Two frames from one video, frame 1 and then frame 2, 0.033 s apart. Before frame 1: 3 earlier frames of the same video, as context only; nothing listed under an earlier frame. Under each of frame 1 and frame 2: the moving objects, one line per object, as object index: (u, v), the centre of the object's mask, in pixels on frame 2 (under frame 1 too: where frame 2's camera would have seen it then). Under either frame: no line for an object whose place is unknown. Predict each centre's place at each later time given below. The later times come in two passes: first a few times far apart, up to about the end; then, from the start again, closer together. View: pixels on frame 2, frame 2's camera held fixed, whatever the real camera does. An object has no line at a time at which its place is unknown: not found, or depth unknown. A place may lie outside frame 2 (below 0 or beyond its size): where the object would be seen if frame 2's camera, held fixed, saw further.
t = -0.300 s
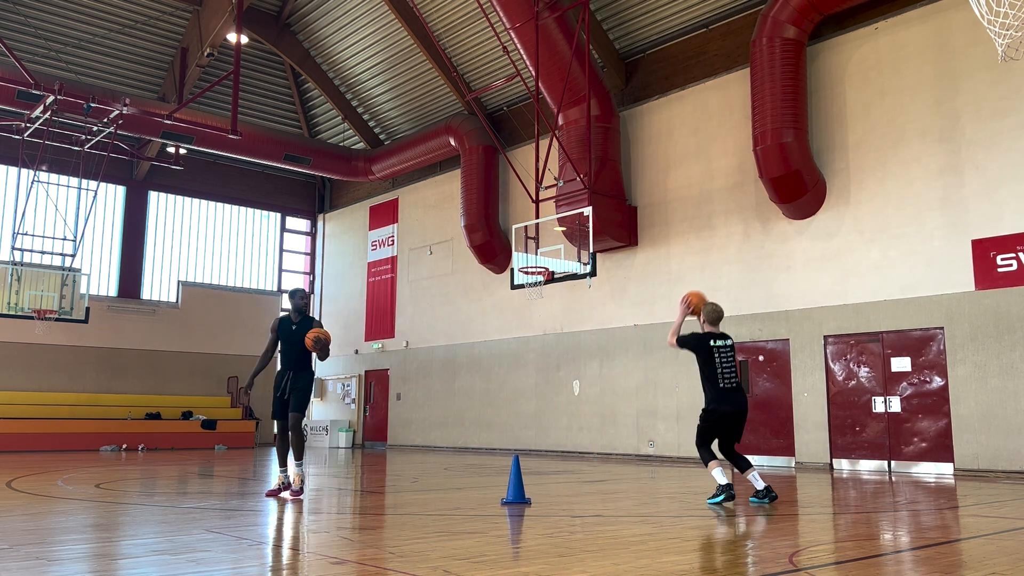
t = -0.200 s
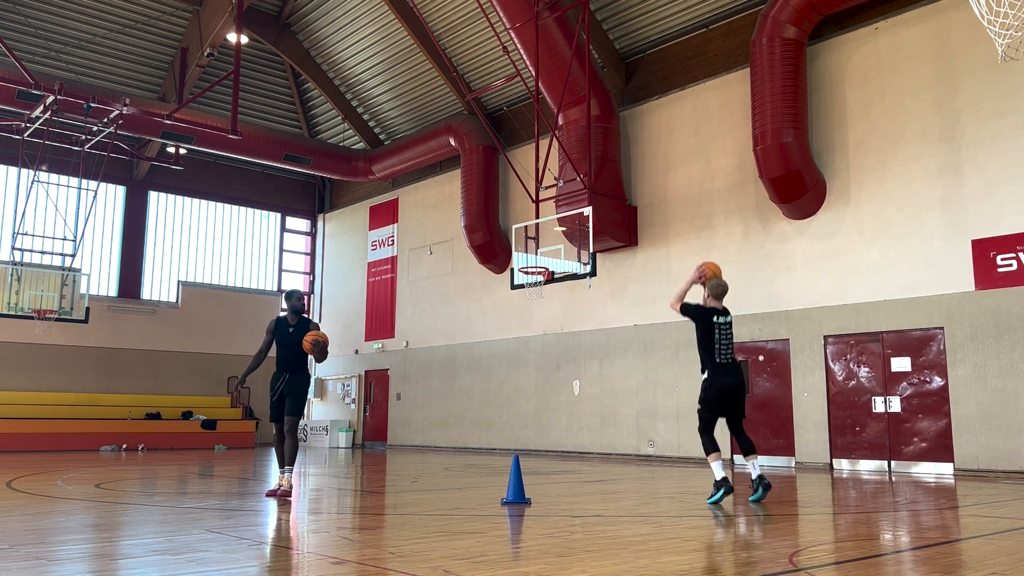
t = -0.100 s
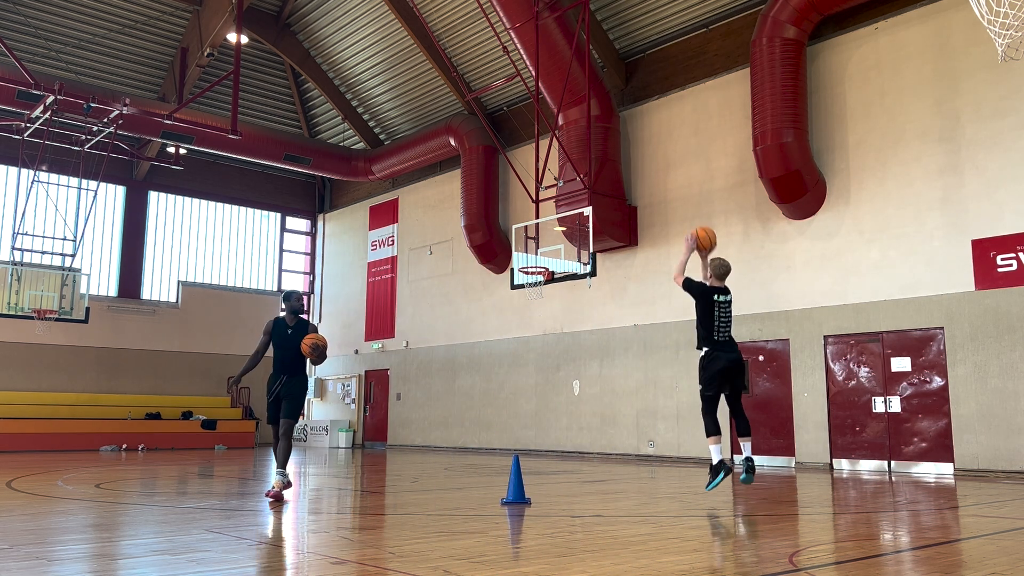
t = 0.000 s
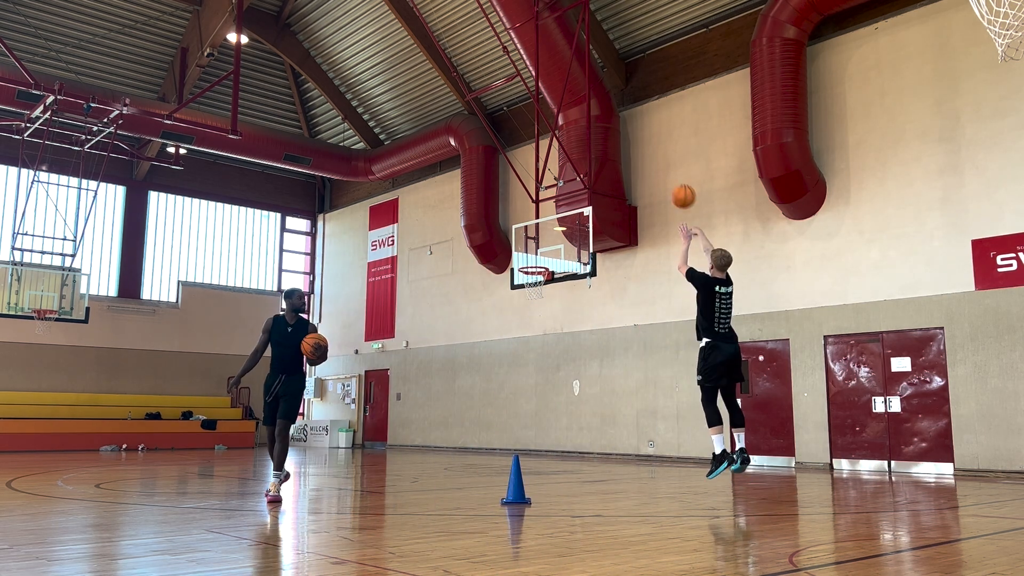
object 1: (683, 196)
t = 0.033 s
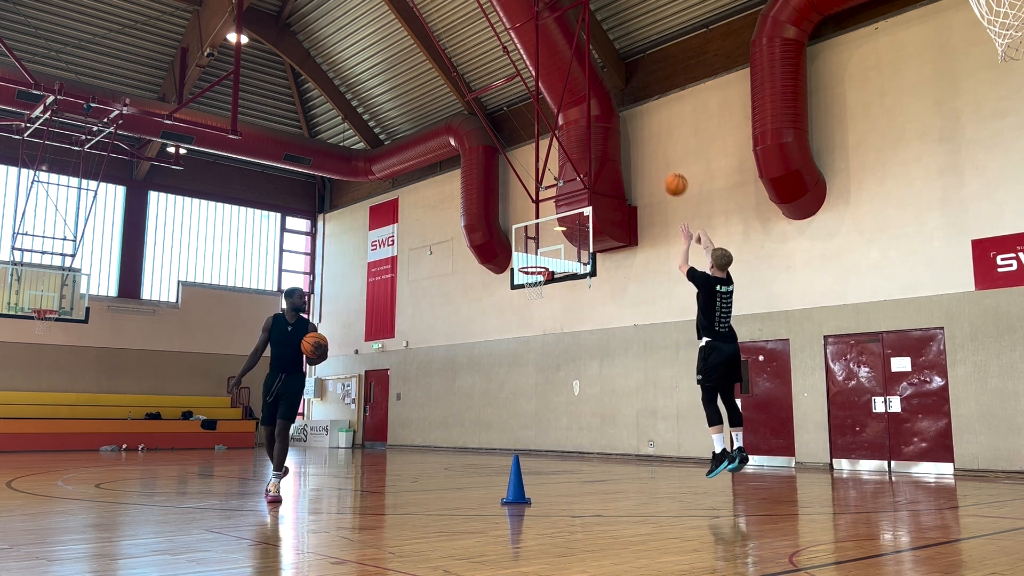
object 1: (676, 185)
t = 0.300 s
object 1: (623, 135)
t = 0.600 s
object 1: (580, 153)
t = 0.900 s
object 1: (548, 221)
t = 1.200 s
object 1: (529, 290)
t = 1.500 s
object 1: (529, 336)
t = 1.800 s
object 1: (528, 440)
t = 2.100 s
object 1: (534, 389)
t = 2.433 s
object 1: (542, 355)
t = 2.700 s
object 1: (548, 380)
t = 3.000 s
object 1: (556, 463)
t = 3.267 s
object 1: (562, 405)
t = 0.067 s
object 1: (668, 174)
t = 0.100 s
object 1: (661, 165)
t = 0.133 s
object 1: (654, 157)
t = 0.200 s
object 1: (641, 145)
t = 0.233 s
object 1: (635, 141)
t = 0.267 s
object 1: (629, 138)
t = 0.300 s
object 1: (623, 135)
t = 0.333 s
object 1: (618, 134)
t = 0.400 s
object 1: (608, 135)
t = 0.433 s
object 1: (603, 136)
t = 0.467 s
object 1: (598, 138)
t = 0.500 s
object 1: (593, 141)
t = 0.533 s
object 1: (589, 144)
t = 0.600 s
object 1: (580, 153)
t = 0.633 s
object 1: (576, 158)
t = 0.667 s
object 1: (573, 164)
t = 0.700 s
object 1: (568, 171)
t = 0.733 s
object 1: (564, 178)
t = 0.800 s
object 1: (557, 193)
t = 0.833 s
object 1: (554, 202)
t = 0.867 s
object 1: (551, 211)
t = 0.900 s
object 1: (548, 221)
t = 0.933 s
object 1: (544, 231)
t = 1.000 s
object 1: (538, 252)
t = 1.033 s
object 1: (535, 262)
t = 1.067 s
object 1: (531, 276)
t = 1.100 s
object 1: (530, 285)
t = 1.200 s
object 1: (529, 290)
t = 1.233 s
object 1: (529, 292)
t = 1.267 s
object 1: (529, 295)
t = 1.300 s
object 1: (529, 299)
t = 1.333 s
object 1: (529, 303)
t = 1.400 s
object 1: (529, 315)
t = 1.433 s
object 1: (529, 321)
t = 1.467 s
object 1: (529, 328)
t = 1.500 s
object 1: (529, 336)
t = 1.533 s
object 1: (529, 345)
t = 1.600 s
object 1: (529, 364)
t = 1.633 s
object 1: (529, 375)
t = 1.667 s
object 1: (528, 387)
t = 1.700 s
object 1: (528, 399)
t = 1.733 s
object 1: (528, 412)
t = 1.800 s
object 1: (528, 440)
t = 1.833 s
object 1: (528, 455)
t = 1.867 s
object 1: (528, 455)
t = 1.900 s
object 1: (529, 443)
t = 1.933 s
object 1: (530, 432)
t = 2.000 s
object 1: (532, 413)
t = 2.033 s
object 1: (532, 404)
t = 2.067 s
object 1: (533, 396)
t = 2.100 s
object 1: (534, 389)
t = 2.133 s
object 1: (535, 382)
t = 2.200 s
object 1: (536, 371)
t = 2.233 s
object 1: (537, 367)
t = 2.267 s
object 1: (538, 363)
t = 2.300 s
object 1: (538, 360)
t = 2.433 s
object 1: (542, 355)
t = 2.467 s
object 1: (542, 356)
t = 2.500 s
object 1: (543, 357)
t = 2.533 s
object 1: (544, 359)
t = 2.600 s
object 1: (546, 365)
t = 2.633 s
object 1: (546, 370)
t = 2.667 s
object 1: (547, 375)
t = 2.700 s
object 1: (548, 380)
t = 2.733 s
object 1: (549, 387)
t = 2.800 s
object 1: (551, 403)
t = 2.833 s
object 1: (552, 412)
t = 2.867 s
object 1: (552, 423)
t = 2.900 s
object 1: (553, 434)
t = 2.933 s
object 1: (554, 446)
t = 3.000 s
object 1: (556, 463)
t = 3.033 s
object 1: (557, 452)
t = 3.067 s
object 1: (558, 443)
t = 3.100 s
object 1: (558, 435)
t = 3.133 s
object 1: (559, 427)
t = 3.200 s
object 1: (561, 414)
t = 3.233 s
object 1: (561, 409)
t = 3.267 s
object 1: (562, 405)
